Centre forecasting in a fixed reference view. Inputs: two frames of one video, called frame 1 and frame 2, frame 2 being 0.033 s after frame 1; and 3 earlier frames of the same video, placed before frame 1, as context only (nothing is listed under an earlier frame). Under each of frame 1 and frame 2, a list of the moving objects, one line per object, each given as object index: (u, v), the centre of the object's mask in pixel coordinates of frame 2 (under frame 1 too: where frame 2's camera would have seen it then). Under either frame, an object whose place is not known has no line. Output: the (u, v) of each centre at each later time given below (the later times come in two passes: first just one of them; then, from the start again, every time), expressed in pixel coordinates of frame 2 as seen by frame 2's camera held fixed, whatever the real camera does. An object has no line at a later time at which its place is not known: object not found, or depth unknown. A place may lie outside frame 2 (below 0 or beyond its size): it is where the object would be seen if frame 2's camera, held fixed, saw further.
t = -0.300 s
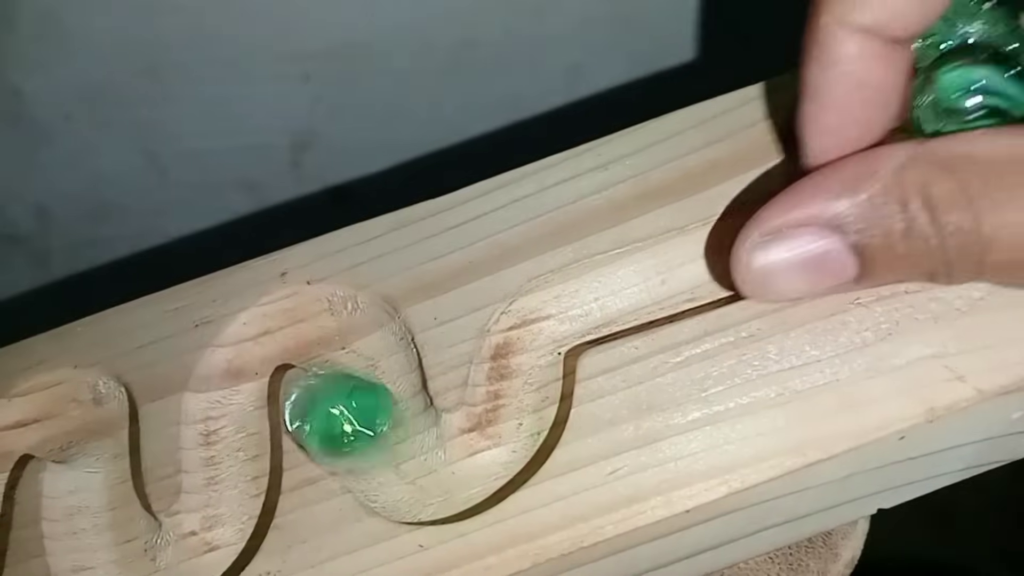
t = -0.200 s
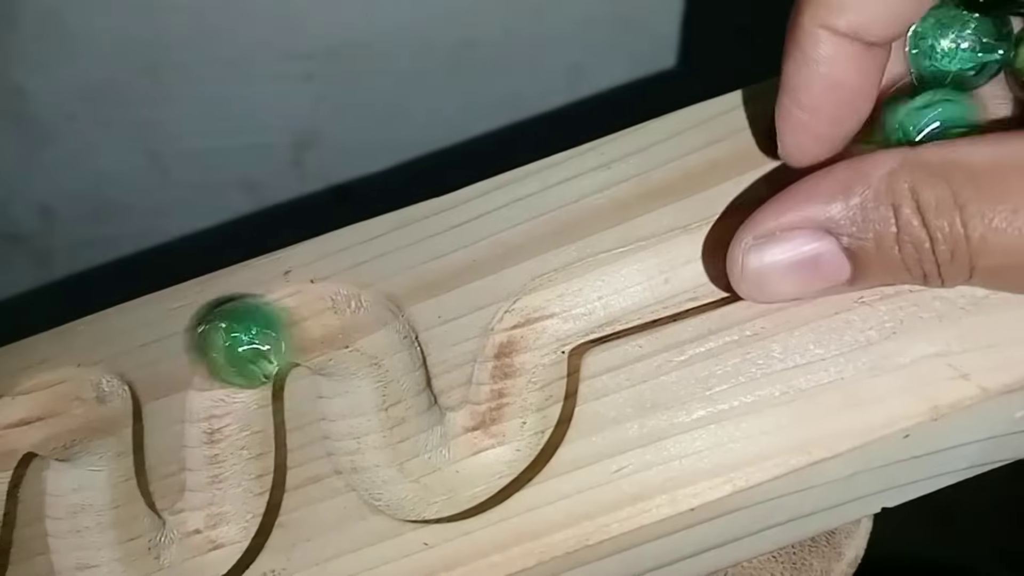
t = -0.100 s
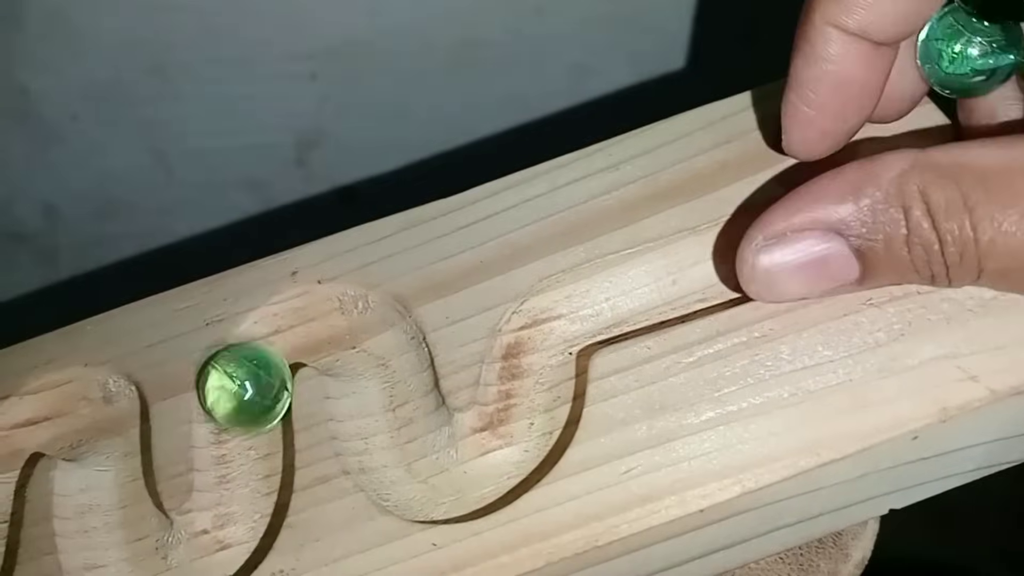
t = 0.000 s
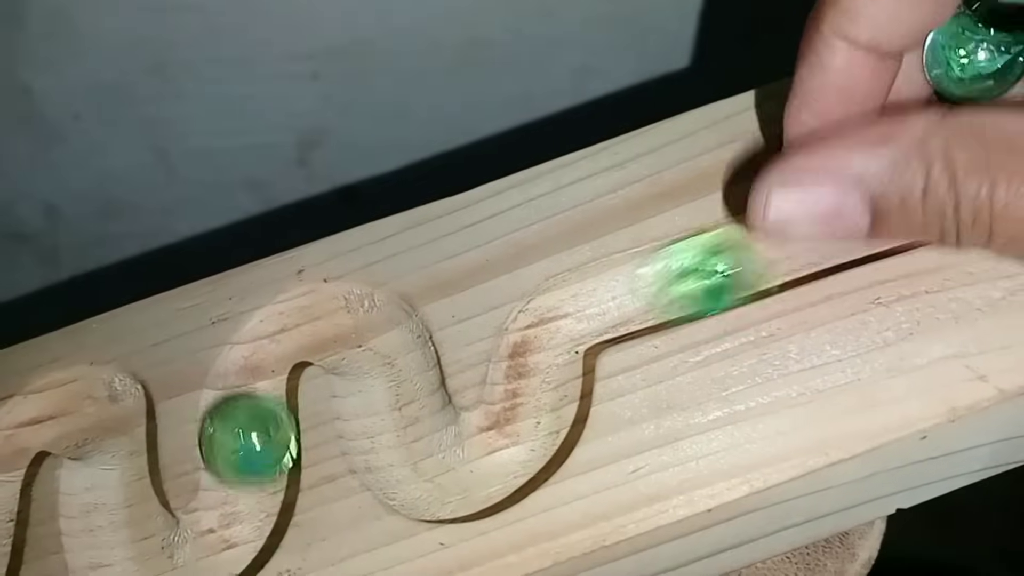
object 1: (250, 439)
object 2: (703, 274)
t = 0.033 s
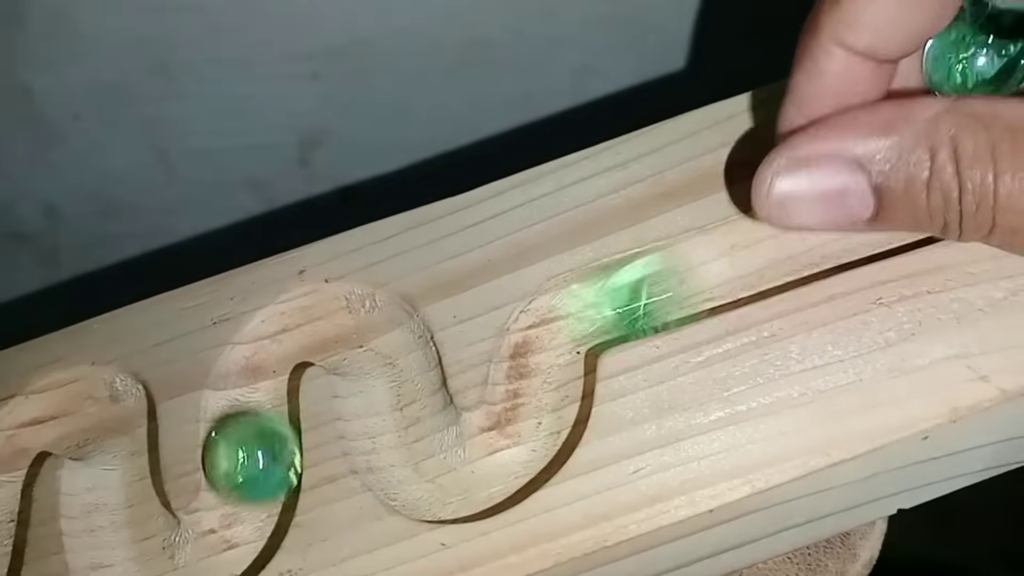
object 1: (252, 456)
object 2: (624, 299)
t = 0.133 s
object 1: (242, 521)
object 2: (485, 457)
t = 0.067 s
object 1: (253, 474)
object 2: (552, 330)
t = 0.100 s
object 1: (249, 496)
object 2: (530, 393)
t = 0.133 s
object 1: (242, 521)
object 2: (485, 457)
